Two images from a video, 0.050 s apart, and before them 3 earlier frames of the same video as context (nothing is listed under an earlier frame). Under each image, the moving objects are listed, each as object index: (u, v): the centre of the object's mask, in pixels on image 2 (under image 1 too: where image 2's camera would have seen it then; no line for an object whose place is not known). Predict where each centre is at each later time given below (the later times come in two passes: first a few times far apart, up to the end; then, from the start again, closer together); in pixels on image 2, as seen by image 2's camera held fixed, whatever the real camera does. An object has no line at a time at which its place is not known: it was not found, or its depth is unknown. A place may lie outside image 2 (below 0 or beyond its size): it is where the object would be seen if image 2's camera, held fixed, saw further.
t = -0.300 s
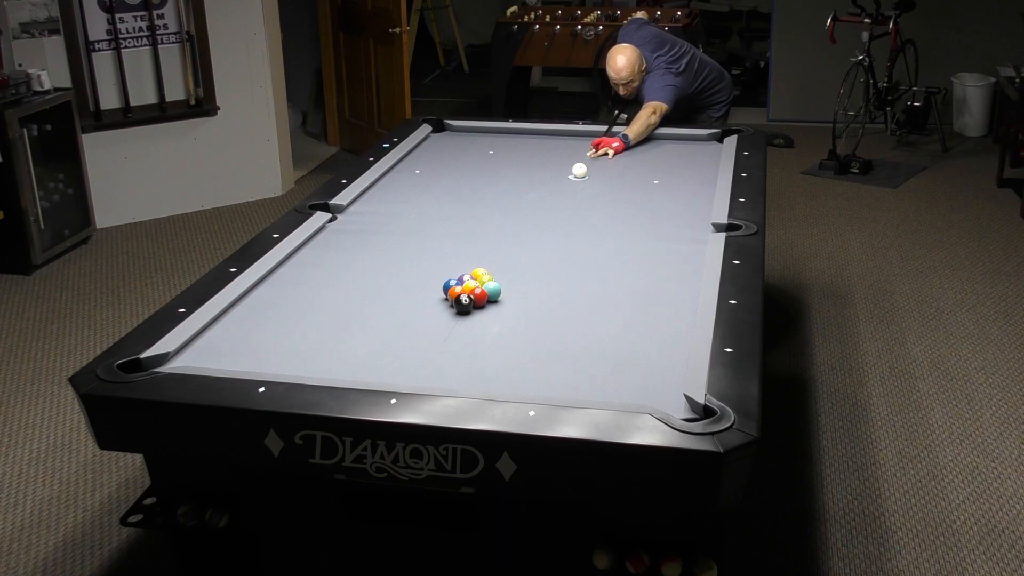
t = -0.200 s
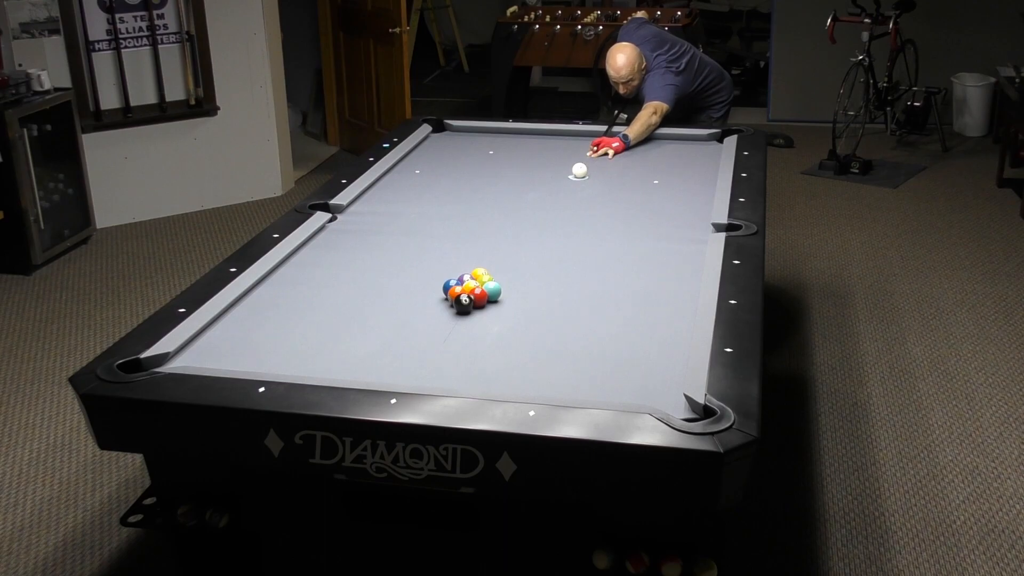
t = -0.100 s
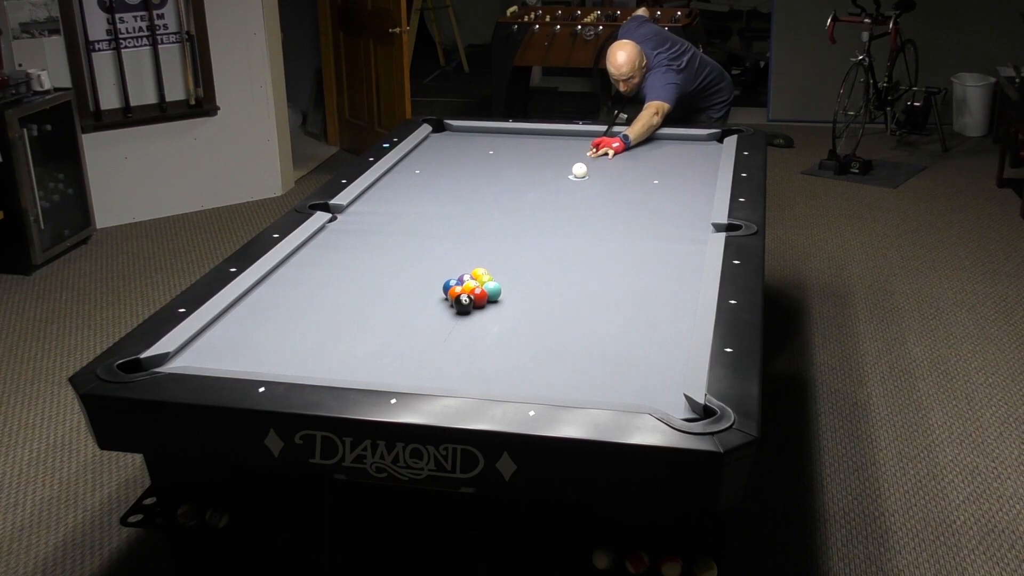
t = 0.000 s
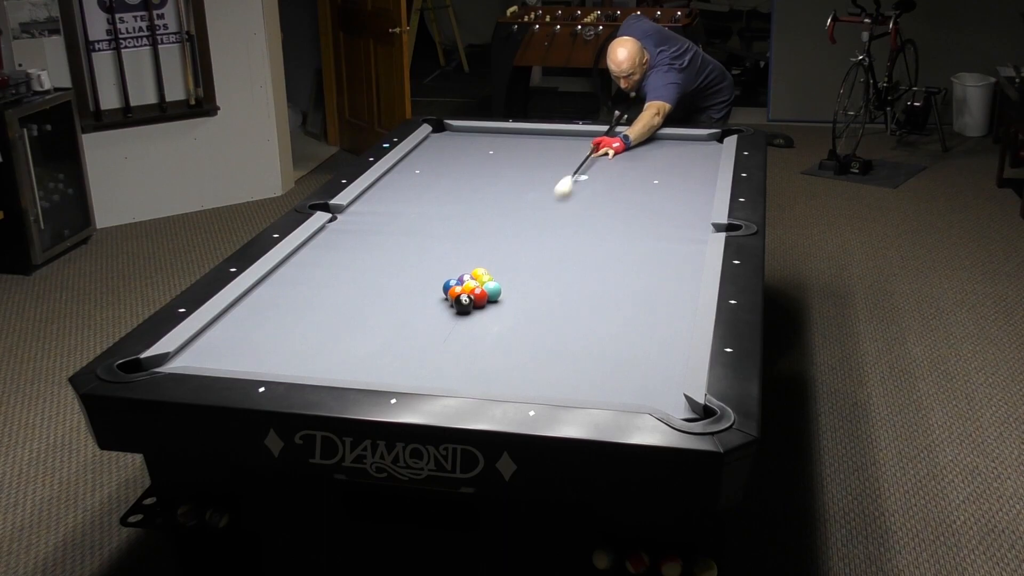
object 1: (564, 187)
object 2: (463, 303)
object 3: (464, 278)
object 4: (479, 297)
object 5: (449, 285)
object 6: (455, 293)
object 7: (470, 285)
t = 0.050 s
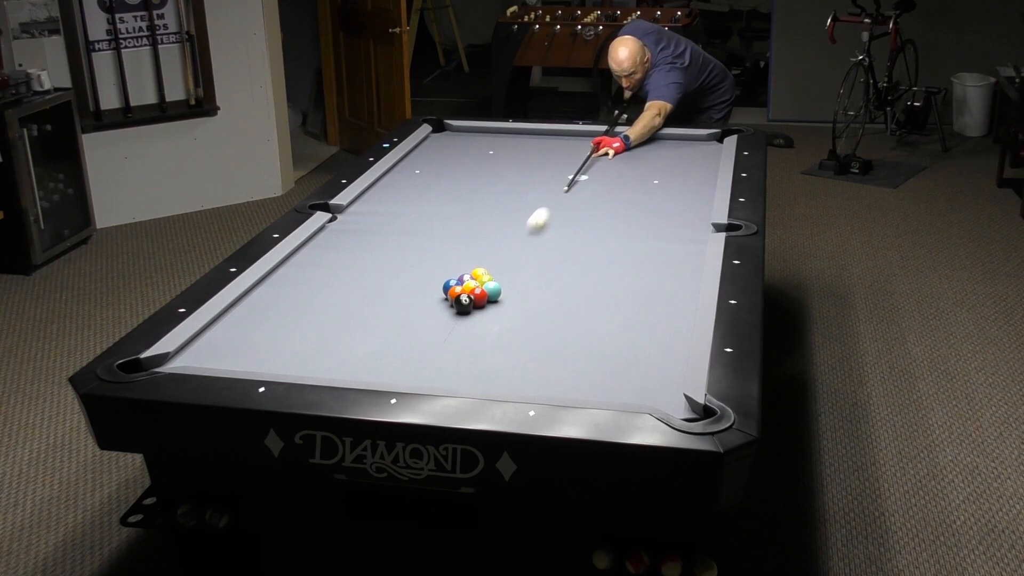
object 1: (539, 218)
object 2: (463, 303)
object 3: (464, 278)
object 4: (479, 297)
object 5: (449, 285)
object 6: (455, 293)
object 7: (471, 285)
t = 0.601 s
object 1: (480, 353)
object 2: (474, 322)
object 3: (334, 263)
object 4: (546, 341)
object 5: (433, 378)
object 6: (438, 311)
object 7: (470, 291)
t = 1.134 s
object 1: (251, 330)
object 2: (386, 225)
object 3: (356, 249)
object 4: (668, 307)
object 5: (615, 341)
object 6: (420, 326)
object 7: (471, 291)
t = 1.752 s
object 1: (352, 318)
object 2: (426, 176)
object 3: (441, 236)
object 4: (597, 277)
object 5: (504, 275)
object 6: (404, 338)
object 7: (466, 292)
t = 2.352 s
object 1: (480, 310)
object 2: (502, 145)
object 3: (512, 227)
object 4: (543, 253)
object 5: (484, 230)
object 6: (392, 346)
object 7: (439, 303)
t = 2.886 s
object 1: (582, 303)
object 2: (541, 138)
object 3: (567, 219)
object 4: (504, 237)
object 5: (471, 199)
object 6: (386, 350)
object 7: (421, 310)
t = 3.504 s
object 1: (686, 296)
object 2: (560, 153)
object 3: (620, 210)
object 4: (467, 221)
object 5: (459, 170)
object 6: (386, 350)
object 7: (408, 315)
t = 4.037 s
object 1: (650, 288)
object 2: (576, 166)
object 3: (657, 206)
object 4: (441, 211)
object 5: (450, 152)
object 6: (386, 350)
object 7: (406, 316)
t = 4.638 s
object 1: (615, 280)
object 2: (593, 180)
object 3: (693, 201)
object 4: (417, 201)
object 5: (442, 134)
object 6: (386, 350)
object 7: (406, 316)
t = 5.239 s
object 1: (589, 274)
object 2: (608, 193)
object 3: (700, 197)
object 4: (399, 194)
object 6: (386, 350)
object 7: (406, 316)
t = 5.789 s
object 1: (573, 271)
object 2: (621, 204)
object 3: (691, 196)
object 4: (386, 189)
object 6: (386, 350)
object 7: (406, 316)
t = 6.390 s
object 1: (562, 268)
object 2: (633, 215)
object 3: (688, 195)
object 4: (376, 186)
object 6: (386, 350)
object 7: (406, 316)
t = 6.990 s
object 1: (560, 266)
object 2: (643, 223)
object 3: (689, 195)
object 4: (379, 185)
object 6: (386, 350)
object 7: (406, 316)
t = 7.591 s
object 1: (561, 265)
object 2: (650, 230)
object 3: (689, 195)
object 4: (379, 186)
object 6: (386, 350)
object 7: (406, 316)
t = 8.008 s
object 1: (561, 265)
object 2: (654, 233)
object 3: (689, 195)
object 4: (379, 186)
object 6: (386, 350)
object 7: (406, 316)
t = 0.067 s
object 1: (529, 230)
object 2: (463, 303)
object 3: (464, 278)
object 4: (479, 297)
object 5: (449, 285)
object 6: (455, 293)
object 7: (471, 285)
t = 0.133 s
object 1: (510, 276)
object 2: (466, 307)
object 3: (458, 279)
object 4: (481, 298)
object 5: (431, 290)
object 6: (454, 295)
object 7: (471, 286)
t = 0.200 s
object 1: (579, 308)
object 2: (479, 325)
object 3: (436, 279)
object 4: (488, 307)
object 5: (341, 304)
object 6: (454, 299)
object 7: (471, 290)
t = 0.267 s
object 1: (656, 343)
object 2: (493, 343)
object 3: (416, 276)
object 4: (494, 317)
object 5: (249, 318)
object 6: (452, 301)
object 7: (471, 291)
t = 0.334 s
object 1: (631, 363)
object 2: (507, 361)
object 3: (398, 273)
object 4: (501, 324)
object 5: (246, 331)
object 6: (449, 303)
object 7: (470, 291)
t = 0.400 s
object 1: (554, 386)
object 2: (521, 379)
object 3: (382, 271)
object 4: (508, 332)
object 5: (291, 345)
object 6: (446, 305)
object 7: (470, 291)
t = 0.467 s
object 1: (522, 377)
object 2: (508, 363)
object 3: (366, 268)
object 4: (514, 339)
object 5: (337, 361)
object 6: (443, 307)
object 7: (470, 291)
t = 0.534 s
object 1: (511, 358)
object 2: (490, 341)
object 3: (350, 265)
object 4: (523, 345)
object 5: (383, 373)
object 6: (441, 309)
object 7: (470, 291)
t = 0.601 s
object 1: (480, 353)
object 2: (474, 322)
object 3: (334, 263)
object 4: (546, 341)
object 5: (433, 378)
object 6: (438, 311)
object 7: (470, 291)
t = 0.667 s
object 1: (449, 350)
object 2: (459, 303)
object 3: (319, 261)
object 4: (571, 334)
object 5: (482, 377)
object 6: (436, 314)
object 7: (471, 290)
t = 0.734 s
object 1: (419, 347)
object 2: (445, 287)
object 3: (304, 258)
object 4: (595, 329)
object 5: (528, 374)
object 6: (433, 315)
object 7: (471, 291)
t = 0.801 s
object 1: (390, 344)
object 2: (433, 274)
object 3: (299, 256)
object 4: (617, 325)
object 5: (571, 371)
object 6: (431, 317)
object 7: (472, 291)
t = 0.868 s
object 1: (361, 341)
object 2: (421, 262)
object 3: (313, 255)
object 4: (637, 321)
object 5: (613, 368)
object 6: (429, 319)
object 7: (472, 291)
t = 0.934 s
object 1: (333, 338)
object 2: (411, 251)
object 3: (325, 253)
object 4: (657, 318)
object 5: (653, 366)
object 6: (426, 321)
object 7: (472, 291)
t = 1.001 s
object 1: (305, 335)
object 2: (401, 241)
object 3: (335, 252)
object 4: (676, 315)
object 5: (667, 361)
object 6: (424, 323)
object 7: (472, 291)
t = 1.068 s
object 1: (278, 332)
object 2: (393, 233)
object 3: (346, 250)
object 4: (680, 311)
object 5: (639, 351)
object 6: (422, 324)
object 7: (472, 291)
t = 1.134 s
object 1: (251, 330)
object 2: (386, 225)
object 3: (356, 249)
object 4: (668, 307)
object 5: (615, 341)
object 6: (420, 326)
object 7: (471, 291)
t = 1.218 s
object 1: (219, 326)
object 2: (377, 216)
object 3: (368, 247)
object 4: (656, 303)
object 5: (590, 331)
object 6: (418, 328)
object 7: (471, 291)
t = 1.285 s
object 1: (233, 325)
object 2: (370, 209)
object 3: (378, 246)
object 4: (648, 299)
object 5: (574, 323)
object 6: (416, 329)
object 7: (471, 290)
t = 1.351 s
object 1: (255, 324)
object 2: (363, 202)
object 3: (387, 244)
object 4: (640, 296)
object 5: (560, 315)
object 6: (414, 331)
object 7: (471, 290)
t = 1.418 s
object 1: (274, 323)
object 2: (369, 197)
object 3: (397, 243)
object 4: (632, 292)
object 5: (547, 307)
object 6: (412, 332)
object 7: (471, 290)
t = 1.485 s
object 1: (291, 322)
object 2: (383, 193)
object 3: (406, 242)
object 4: (625, 289)
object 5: (534, 301)
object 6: (410, 333)
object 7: (471, 290)
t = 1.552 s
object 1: (306, 321)
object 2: (396, 188)
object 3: (415, 241)
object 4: (618, 286)
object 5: (522, 294)
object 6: (409, 335)
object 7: (471, 290)
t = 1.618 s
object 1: (322, 320)
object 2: (406, 184)
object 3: (424, 239)
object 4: (611, 283)
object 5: (510, 288)
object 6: (407, 336)
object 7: (471, 290)
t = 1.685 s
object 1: (337, 319)
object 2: (416, 180)
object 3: (433, 238)
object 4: (604, 280)
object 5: (505, 282)
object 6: (405, 337)
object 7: (469, 291)
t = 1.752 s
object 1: (352, 318)
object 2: (426, 176)
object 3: (441, 236)
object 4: (597, 277)
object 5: (504, 275)
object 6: (404, 338)
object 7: (466, 292)
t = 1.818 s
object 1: (367, 317)
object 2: (435, 172)
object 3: (450, 235)
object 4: (590, 274)
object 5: (501, 270)
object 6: (402, 339)
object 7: (462, 293)
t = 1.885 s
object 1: (381, 316)
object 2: (444, 169)
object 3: (458, 234)
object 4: (584, 271)
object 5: (499, 264)
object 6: (401, 340)
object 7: (459, 295)
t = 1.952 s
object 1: (396, 315)
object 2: (454, 165)
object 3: (466, 233)
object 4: (578, 268)
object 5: (496, 259)
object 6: (399, 341)
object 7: (456, 296)
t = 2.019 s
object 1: (411, 314)
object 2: (462, 161)
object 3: (474, 232)
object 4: (572, 266)
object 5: (494, 254)
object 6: (398, 342)
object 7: (453, 297)
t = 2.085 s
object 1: (425, 313)
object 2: (470, 158)
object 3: (482, 230)
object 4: (566, 263)
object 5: (492, 249)
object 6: (397, 343)
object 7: (450, 298)
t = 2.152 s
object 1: (439, 313)
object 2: (479, 155)
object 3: (490, 228)
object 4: (560, 261)
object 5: (490, 244)
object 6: (395, 344)
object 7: (448, 298)
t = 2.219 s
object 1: (452, 311)
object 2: (487, 151)
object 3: (498, 228)
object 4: (554, 258)
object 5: (488, 239)
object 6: (394, 345)
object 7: (443, 299)
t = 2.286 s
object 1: (466, 311)
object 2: (495, 148)
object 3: (505, 228)
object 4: (548, 256)
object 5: (486, 234)
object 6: (393, 346)
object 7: (442, 302)
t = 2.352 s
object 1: (480, 310)
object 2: (502, 145)
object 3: (512, 227)
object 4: (543, 253)
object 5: (484, 230)
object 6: (392, 346)
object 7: (439, 303)
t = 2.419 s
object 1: (493, 309)
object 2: (510, 142)
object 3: (520, 226)
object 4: (538, 251)
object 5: (482, 226)
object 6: (391, 347)
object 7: (437, 304)
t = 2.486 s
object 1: (506, 308)
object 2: (517, 139)
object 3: (527, 224)
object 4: (532, 249)
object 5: (481, 221)
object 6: (390, 348)
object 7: (434, 305)
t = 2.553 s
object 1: (519, 307)
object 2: (524, 136)
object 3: (534, 223)
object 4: (528, 247)
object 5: (479, 217)
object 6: (389, 348)
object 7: (432, 306)
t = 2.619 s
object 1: (532, 306)
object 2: (531, 134)
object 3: (541, 222)
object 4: (522, 245)
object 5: (477, 213)
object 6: (388, 349)
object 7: (429, 307)
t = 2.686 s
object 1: (545, 305)
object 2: (537, 132)
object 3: (547, 222)
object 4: (518, 243)
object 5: (476, 209)
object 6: (388, 349)
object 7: (427, 308)
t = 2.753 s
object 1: (557, 304)
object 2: (538, 134)
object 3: (554, 221)
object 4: (513, 241)
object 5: (474, 206)
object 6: (387, 349)
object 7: (425, 309)
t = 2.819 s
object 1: (570, 304)
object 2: (540, 136)
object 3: (560, 220)
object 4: (508, 239)
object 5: (473, 202)
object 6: (387, 349)
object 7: (423, 309)
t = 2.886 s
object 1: (582, 303)
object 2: (541, 138)
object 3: (567, 219)
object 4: (504, 237)
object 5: (471, 199)
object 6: (386, 350)
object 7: (421, 310)
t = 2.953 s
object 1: (594, 302)
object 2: (543, 139)
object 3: (573, 218)
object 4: (499, 235)
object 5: (470, 195)
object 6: (386, 350)
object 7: (419, 310)
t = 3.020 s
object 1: (605, 302)
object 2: (545, 141)
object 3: (579, 217)
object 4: (495, 233)
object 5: (468, 192)
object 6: (386, 350)
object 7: (417, 311)
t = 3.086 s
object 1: (617, 301)
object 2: (547, 143)
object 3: (585, 216)
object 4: (491, 232)
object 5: (467, 189)
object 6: (386, 350)
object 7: (416, 312)
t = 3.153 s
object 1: (628, 300)
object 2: (549, 144)
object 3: (591, 215)
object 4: (487, 230)
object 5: (465, 185)
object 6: (386, 350)
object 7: (414, 312)
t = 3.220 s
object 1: (640, 299)
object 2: (551, 146)
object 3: (596, 214)
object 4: (483, 228)
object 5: (464, 182)
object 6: (386, 350)
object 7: (413, 313)
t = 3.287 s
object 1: (651, 298)
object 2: (553, 148)
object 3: (602, 214)
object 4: (479, 226)
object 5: (463, 180)
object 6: (386, 350)
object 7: (411, 314)
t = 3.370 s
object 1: (665, 298)
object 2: (556, 150)
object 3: (609, 213)
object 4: (474, 224)
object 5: (461, 176)
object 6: (386, 350)
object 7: (410, 314)
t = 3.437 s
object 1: (676, 297)
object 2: (558, 151)
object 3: (614, 212)
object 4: (470, 223)
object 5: (460, 173)
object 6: (386, 350)
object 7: (409, 314)
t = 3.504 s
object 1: (686, 296)
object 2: (560, 153)
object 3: (620, 210)
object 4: (467, 221)
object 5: (459, 170)
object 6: (386, 350)
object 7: (408, 315)
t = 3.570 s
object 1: (684, 295)
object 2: (562, 155)
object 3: (625, 210)
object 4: (463, 220)
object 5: (458, 168)
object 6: (386, 350)
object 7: (407, 315)
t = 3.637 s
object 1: (678, 294)
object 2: (564, 156)
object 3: (630, 209)
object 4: (460, 218)
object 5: (456, 165)
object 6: (386, 350)
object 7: (407, 315)
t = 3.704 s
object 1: (673, 293)
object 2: (565, 158)
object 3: (635, 209)
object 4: (456, 217)
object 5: (455, 163)
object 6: (386, 350)
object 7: (406, 315)
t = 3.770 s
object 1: (668, 292)
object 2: (567, 159)
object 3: (639, 208)
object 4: (453, 216)
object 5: (454, 161)
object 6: (386, 350)
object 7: (406, 315)
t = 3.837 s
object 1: (663, 291)
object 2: (570, 161)
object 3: (644, 207)
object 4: (450, 214)
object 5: (453, 158)
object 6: (386, 350)
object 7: (406, 316)
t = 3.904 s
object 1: (659, 290)
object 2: (572, 163)
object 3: (649, 207)
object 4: (447, 213)
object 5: (452, 156)
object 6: (386, 350)
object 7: (406, 316)
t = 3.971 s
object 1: (654, 289)
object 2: (573, 164)
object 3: (653, 206)
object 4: (444, 212)
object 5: (451, 154)
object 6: (386, 350)
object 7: (406, 316)
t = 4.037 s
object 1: (650, 288)
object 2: (576, 166)
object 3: (657, 206)
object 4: (441, 211)
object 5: (450, 152)
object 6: (386, 350)
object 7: (406, 316)
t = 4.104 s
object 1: (645, 287)
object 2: (577, 167)
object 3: (662, 205)
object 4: (438, 209)
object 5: (449, 149)
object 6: (386, 350)
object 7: (406, 316)
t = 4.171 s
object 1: (641, 286)
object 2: (579, 169)
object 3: (666, 204)
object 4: (435, 208)
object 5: (448, 147)
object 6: (386, 350)
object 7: (406, 316)
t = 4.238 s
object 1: (637, 285)
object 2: (581, 171)
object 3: (670, 204)
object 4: (432, 207)
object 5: (447, 145)
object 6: (386, 350)
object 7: (406, 316)
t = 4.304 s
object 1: (633, 284)
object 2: (583, 172)
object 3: (674, 203)
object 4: (429, 206)
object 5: (446, 143)
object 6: (386, 350)
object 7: (406, 316)
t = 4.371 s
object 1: (629, 283)
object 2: (585, 174)
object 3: (678, 203)
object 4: (427, 205)
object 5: (446, 141)
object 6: (386, 350)
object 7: (406, 316)
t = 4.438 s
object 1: (625, 282)
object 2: (587, 175)
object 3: (682, 202)
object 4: (424, 204)
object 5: (445, 139)
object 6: (386, 350)
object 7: (406, 316)
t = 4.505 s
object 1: (622, 281)
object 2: (589, 177)
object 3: (686, 202)
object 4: (422, 203)
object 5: (444, 138)
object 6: (386, 350)
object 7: (406, 316)
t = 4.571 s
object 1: (618, 281)
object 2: (591, 178)
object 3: (689, 201)
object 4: (419, 202)
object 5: (443, 136)
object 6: (386, 350)
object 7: (406, 316)
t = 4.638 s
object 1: (615, 280)
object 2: (593, 180)
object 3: (693, 201)
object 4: (417, 201)
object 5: (442, 134)
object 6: (386, 350)
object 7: (406, 316)
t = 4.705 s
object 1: (612, 279)
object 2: (595, 181)
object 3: (696, 201)
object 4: (415, 200)
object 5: (441, 132)
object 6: (386, 350)
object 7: (406, 316)
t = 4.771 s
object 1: (609, 279)
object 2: (596, 183)
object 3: (700, 200)
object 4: (413, 199)
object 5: (441, 131)
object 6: (386, 350)
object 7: (406, 316)
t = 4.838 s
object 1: (605, 278)
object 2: (598, 184)
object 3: (703, 200)
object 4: (410, 198)
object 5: (440, 129)
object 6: (386, 350)
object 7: (406, 316)
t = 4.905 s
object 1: (602, 277)
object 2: (600, 186)
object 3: (706, 199)
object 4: (408, 198)
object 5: (440, 128)
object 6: (386, 350)
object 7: (406, 316)
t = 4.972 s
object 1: (600, 277)
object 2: (602, 187)
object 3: (705, 199)
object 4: (406, 197)
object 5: (439, 127)
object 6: (386, 350)
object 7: (406, 316)
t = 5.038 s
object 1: (597, 276)
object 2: (603, 189)
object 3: (704, 199)
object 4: (404, 196)
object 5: (439, 129)
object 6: (386, 350)
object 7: (406, 316)
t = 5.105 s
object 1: (594, 276)
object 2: (605, 190)
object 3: (702, 198)
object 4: (402, 195)
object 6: (386, 350)
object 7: (406, 316)
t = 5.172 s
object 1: (592, 275)
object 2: (607, 191)
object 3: (701, 198)
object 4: (400, 195)
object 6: (386, 350)
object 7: (406, 316)
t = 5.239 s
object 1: (589, 274)
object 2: (608, 193)
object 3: (700, 197)
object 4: (399, 194)
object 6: (386, 350)
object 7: (406, 316)
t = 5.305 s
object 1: (587, 274)
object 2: (610, 194)
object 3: (699, 197)
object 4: (397, 193)
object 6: (386, 350)
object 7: (406, 316)
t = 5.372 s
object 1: (584, 273)
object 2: (612, 196)
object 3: (697, 197)
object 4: (395, 193)
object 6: (386, 350)
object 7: (406, 316)
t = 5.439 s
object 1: (582, 273)
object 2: (613, 197)
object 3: (696, 197)
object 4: (394, 192)
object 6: (386, 350)
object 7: (406, 316)
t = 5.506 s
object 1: (581, 273)
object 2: (615, 198)
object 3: (695, 196)
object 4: (392, 191)
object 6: (386, 350)
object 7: (406, 316)
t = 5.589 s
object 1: (578, 272)
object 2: (617, 200)
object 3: (694, 196)
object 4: (390, 191)
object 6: (386, 350)
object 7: (406, 316)
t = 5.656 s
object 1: (576, 271)
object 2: (618, 201)
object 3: (693, 196)
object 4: (389, 190)
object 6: (386, 350)
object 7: (406, 316)
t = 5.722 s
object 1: (574, 271)
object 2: (620, 203)
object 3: (692, 196)
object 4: (387, 190)
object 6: (386, 350)
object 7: (406, 316)
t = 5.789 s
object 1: (573, 271)
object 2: (621, 204)
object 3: (691, 196)
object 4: (386, 189)
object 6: (386, 350)
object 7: (406, 316)
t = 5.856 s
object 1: (571, 271)
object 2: (622, 205)
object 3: (691, 195)
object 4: (385, 189)
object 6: (386, 350)
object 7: (406, 316)
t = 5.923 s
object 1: (569, 270)
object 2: (624, 206)
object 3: (690, 195)
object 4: (383, 188)
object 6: (386, 350)
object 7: (406, 316)
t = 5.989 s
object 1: (568, 270)
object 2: (625, 208)
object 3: (690, 195)
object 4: (382, 188)
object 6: (386, 350)
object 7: (406, 316)
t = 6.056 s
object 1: (567, 270)
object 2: (626, 209)
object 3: (689, 195)
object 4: (381, 188)
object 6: (386, 350)
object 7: (406, 316)
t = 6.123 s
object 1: (566, 269)
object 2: (628, 210)
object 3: (689, 195)
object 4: (380, 187)
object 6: (386, 350)
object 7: (406, 316)
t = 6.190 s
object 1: (564, 269)
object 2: (629, 211)
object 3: (688, 195)
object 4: (379, 187)
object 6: (386, 350)
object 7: (406, 316)
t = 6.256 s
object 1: (563, 269)
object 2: (630, 213)
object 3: (688, 195)
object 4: (378, 187)
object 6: (386, 350)
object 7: (406, 316)
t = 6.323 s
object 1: (562, 268)
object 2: (632, 213)
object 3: (688, 195)
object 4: (377, 186)
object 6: (386, 350)
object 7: (406, 316)
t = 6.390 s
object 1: (562, 268)
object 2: (633, 215)
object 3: (688, 195)
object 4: (376, 186)
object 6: (386, 350)
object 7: (406, 316)
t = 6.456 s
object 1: (561, 268)
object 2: (634, 216)
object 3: (688, 195)
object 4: (376, 186)
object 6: (386, 350)
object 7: (406, 316)
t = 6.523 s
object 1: (561, 268)
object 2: (635, 217)
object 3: (688, 195)
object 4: (377, 186)
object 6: (386, 350)
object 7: (406, 316)
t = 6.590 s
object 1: (560, 268)
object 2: (636, 218)
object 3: (688, 195)
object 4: (377, 186)
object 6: (386, 350)
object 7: (406, 316)
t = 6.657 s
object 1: (560, 267)
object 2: (638, 219)
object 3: (689, 195)
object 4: (378, 186)
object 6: (386, 350)
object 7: (406, 316)
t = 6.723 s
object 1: (560, 267)
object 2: (639, 220)
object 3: (689, 195)
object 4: (378, 186)
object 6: (386, 350)
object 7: (406, 316)
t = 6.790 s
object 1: (560, 267)
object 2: (640, 221)
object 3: (689, 195)
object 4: (379, 186)
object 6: (386, 350)
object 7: (406, 316)
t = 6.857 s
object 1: (560, 267)
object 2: (641, 222)
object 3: (689, 195)
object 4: (379, 185)
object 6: (386, 350)
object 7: (406, 316)
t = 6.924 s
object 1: (560, 267)
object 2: (642, 222)
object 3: (689, 195)
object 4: (379, 185)
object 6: (386, 350)
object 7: (406, 316)
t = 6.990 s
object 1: (560, 266)
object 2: (643, 223)
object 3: (689, 195)
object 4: (379, 185)
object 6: (386, 350)
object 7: (406, 316)
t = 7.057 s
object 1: (560, 266)
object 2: (644, 224)
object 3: (689, 195)
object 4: (379, 185)
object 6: (386, 350)
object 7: (406, 316)
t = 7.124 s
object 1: (560, 266)
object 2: (645, 225)
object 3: (689, 195)
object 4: (379, 186)
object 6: (386, 350)
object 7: (406, 316)
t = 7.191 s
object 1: (560, 266)
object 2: (646, 226)
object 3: (689, 195)
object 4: (379, 186)
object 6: (386, 350)
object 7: (406, 316)
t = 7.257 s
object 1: (560, 265)
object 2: (647, 226)
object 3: (689, 195)
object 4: (379, 186)
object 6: (386, 350)
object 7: (406, 316)
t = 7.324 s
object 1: (561, 265)
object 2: (647, 227)
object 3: (689, 195)
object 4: (379, 186)
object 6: (386, 350)
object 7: (406, 316)
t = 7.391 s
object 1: (560, 265)
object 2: (648, 228)
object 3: (689, 195)
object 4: (379, 186)
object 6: (386, 350)
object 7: (406, 316)
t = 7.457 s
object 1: (561, 265)
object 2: (649, 229)
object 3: (689, 195)
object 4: (379, 186)
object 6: (386, 350)
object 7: (406, 316)
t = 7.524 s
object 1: (561, 265)
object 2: (650, 229)
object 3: (689, 195)
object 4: (379, 186)
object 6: (386, 350)
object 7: (406, 316)
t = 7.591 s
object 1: (561, 265)
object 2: (650, 230)
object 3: (689, 195)
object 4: (379, 186)
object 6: (386, 350)
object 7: (406, 316)
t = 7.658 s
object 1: (561, 265)
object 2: (651, 230)
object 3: (689, 195)
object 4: (379, 186)
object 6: (386, 350)
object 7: (406, 316)
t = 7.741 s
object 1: (561, 265)
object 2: (652, 231)
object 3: (689, 195)
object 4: (379, 186)
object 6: (386, 350)
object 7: (406, 316)
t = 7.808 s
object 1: (561, 265)
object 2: (652, 231)
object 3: (689, 195)
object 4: (379, 186)
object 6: (386, 350)
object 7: (406, 316)
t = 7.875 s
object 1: (561, 265)
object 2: (653, 232)
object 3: (689, 195)
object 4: (379, 186)
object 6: (386, 350)
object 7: (406, 316)
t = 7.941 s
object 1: (561, 265)
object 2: (653, 232)
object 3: (689, 195)
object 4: (379, 186)
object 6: (386, 350)
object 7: (406, 316)
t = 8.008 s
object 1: (561, 265)
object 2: (654, 233)
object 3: (689, 195)
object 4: (379, 186)
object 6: (386, 350)
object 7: (406, 316)
